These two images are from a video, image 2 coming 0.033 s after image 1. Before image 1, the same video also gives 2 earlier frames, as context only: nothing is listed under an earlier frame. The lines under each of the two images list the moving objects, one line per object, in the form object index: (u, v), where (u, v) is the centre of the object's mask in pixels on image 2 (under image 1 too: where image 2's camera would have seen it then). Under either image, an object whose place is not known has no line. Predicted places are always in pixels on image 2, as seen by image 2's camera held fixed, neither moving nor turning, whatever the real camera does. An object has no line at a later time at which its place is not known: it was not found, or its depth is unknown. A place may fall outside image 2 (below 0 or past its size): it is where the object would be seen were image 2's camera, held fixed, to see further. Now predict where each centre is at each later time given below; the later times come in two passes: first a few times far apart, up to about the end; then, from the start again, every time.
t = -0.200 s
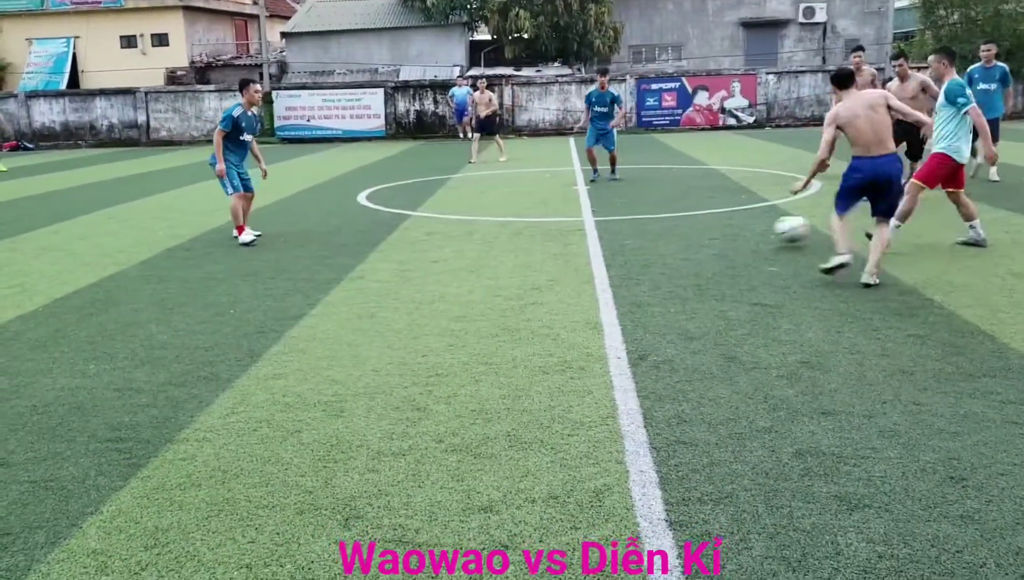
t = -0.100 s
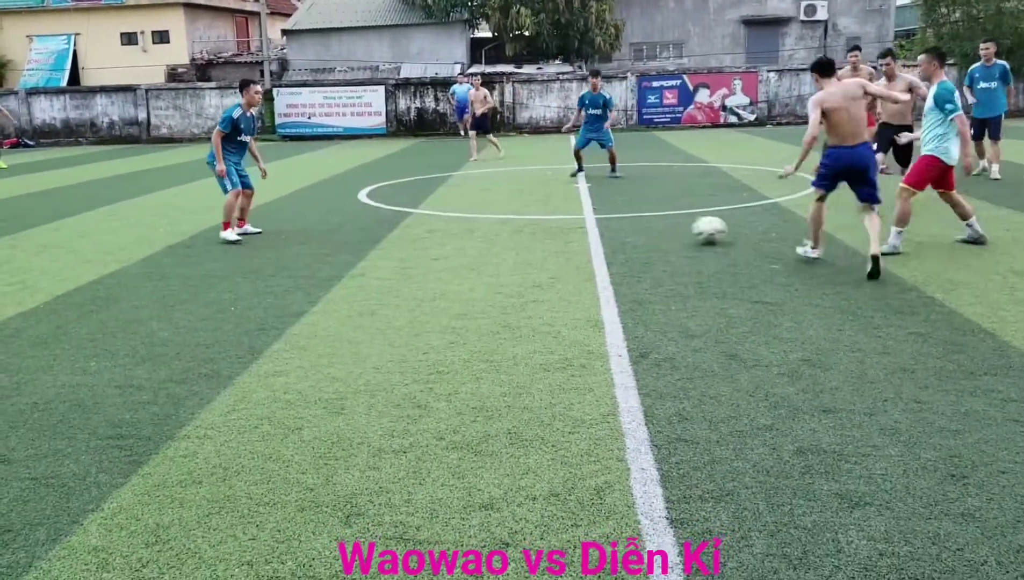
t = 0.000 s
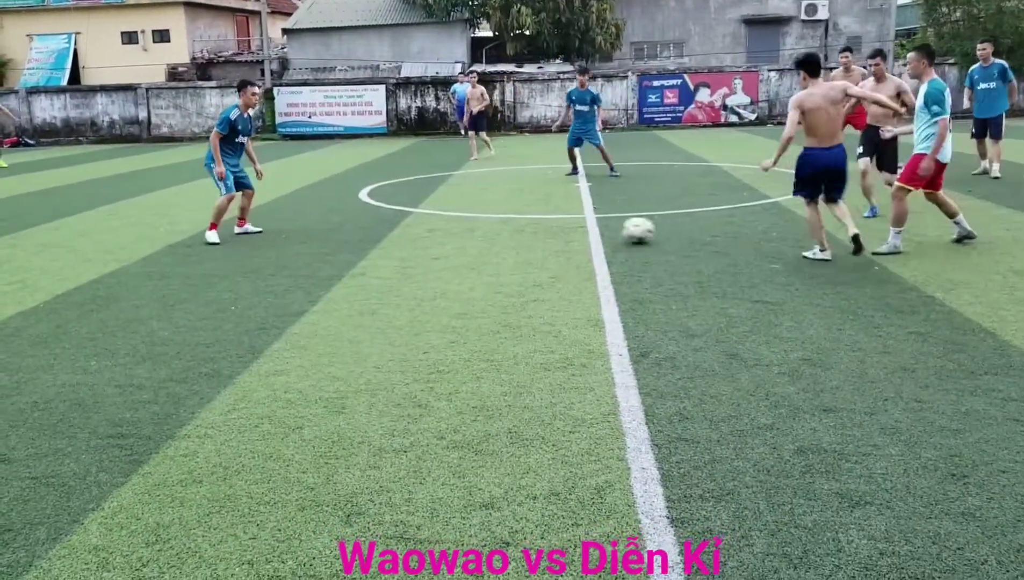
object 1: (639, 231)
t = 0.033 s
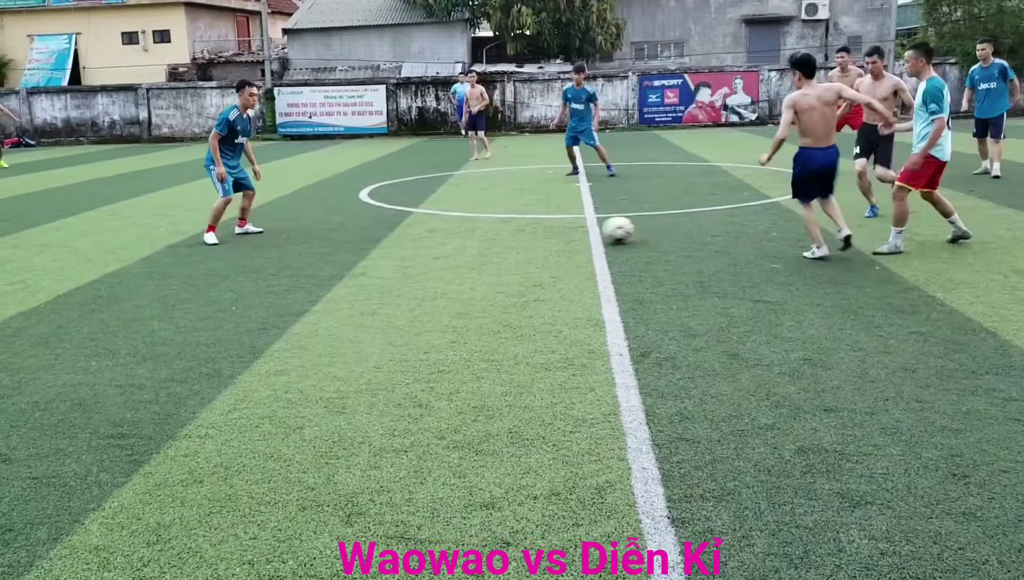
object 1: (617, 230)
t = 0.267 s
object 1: (491, 232)
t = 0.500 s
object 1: (382, 236)
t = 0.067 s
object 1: (599, 229)
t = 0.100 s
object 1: (578, 230)
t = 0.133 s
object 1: (559, 231)
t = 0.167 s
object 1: (541, 231)
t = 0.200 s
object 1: (524, 232)
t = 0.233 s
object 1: (507, 232)
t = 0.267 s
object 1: (491, 232)
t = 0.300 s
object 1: (476, 232)
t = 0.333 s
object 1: (459, 233)
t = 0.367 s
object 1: (443, 234)
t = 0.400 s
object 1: (428, 233)
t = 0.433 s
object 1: (413, 234)
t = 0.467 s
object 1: (397, 235)
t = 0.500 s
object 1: (382, 236)
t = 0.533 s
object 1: (367, 236)
